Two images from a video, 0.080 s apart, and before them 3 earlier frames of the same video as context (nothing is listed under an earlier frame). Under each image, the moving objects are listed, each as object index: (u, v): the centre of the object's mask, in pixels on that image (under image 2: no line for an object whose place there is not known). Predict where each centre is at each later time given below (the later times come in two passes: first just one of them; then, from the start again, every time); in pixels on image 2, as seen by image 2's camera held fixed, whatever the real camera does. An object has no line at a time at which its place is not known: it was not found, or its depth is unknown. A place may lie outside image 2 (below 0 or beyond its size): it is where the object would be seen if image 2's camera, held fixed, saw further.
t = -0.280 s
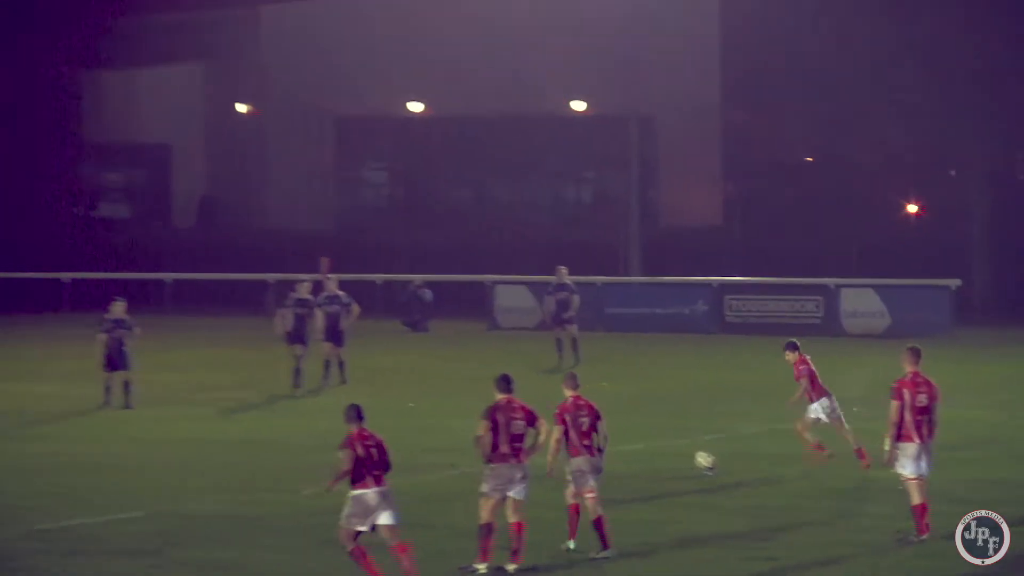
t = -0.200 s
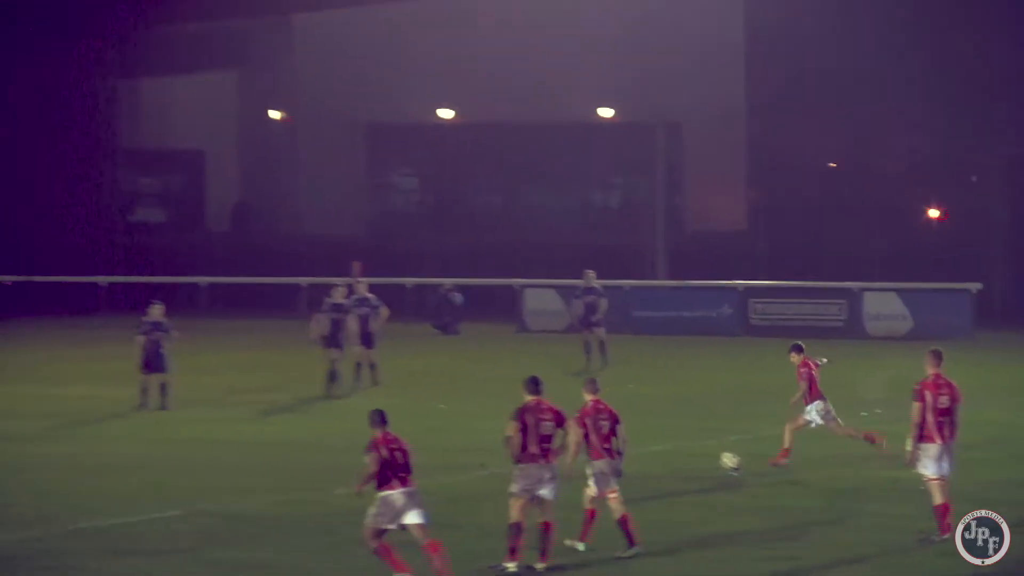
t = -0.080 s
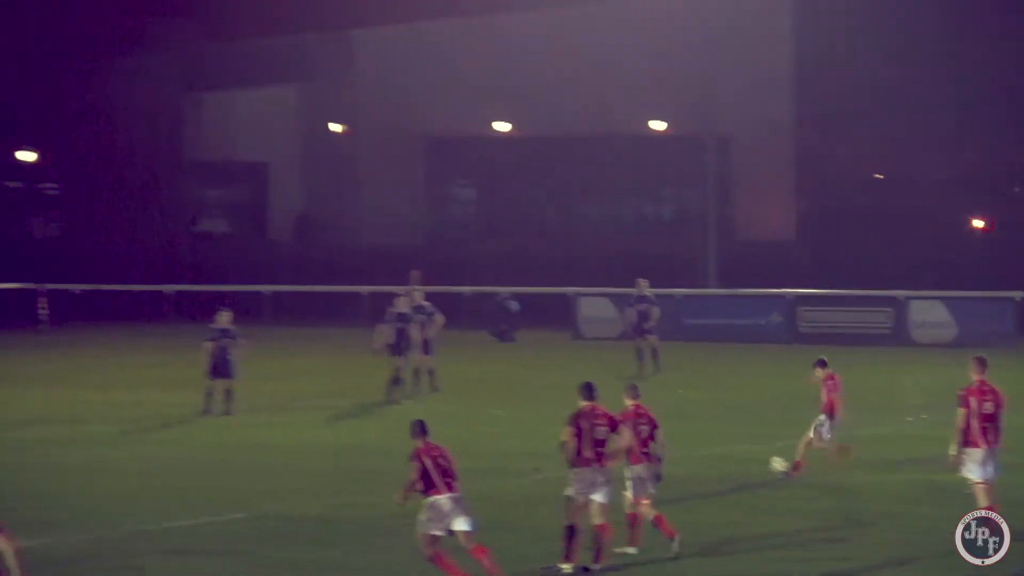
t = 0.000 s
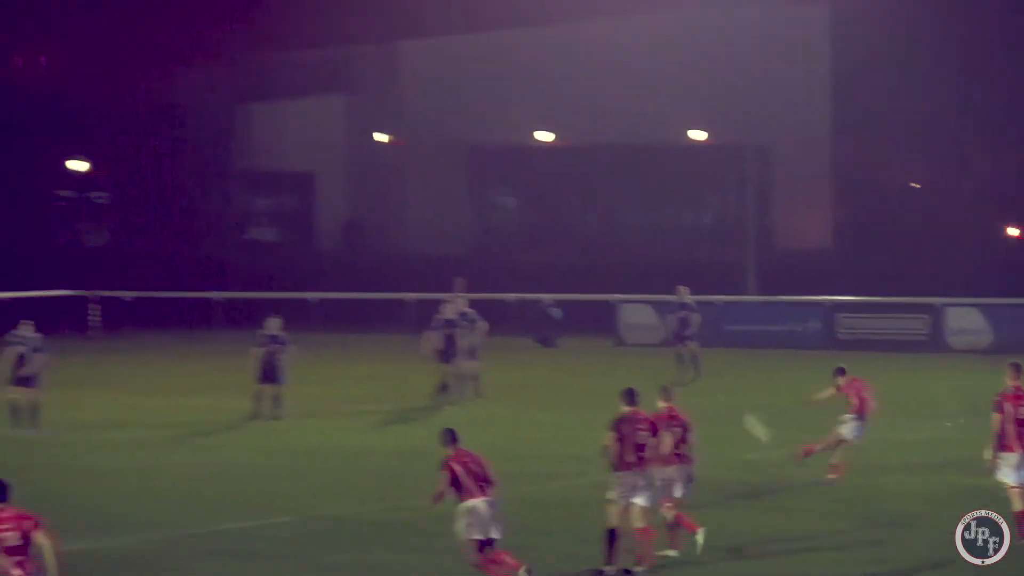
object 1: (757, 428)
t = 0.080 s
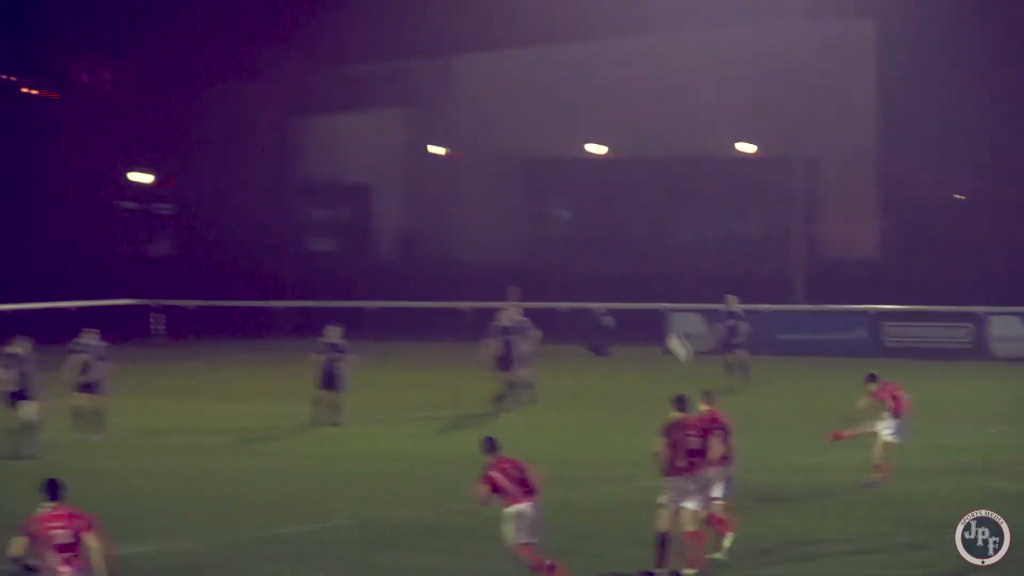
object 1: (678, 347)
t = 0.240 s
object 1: (450, 198)
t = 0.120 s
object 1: (617, 306)
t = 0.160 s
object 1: (560, 267)
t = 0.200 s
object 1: (503, 232)
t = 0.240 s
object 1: (450, 198)
